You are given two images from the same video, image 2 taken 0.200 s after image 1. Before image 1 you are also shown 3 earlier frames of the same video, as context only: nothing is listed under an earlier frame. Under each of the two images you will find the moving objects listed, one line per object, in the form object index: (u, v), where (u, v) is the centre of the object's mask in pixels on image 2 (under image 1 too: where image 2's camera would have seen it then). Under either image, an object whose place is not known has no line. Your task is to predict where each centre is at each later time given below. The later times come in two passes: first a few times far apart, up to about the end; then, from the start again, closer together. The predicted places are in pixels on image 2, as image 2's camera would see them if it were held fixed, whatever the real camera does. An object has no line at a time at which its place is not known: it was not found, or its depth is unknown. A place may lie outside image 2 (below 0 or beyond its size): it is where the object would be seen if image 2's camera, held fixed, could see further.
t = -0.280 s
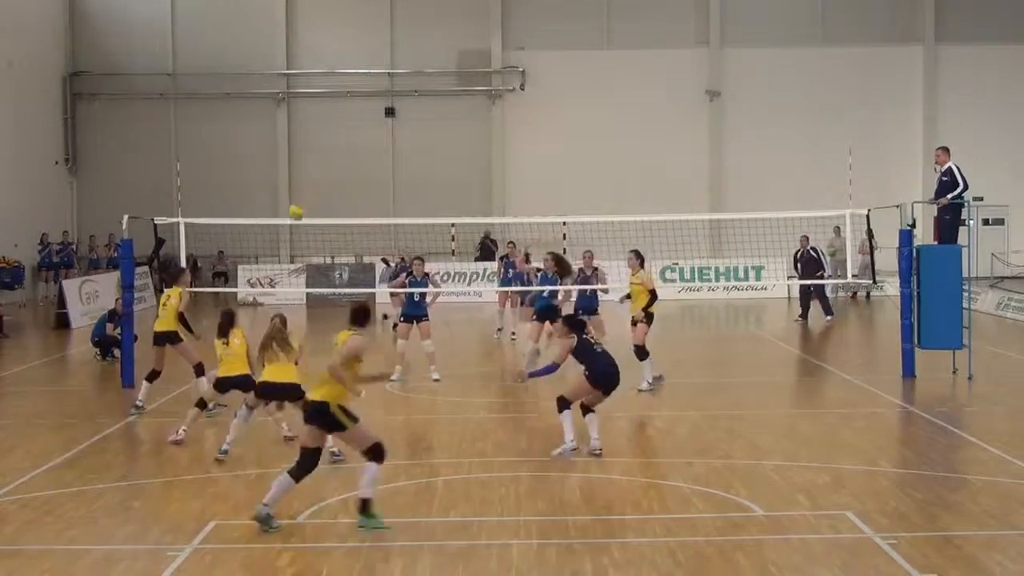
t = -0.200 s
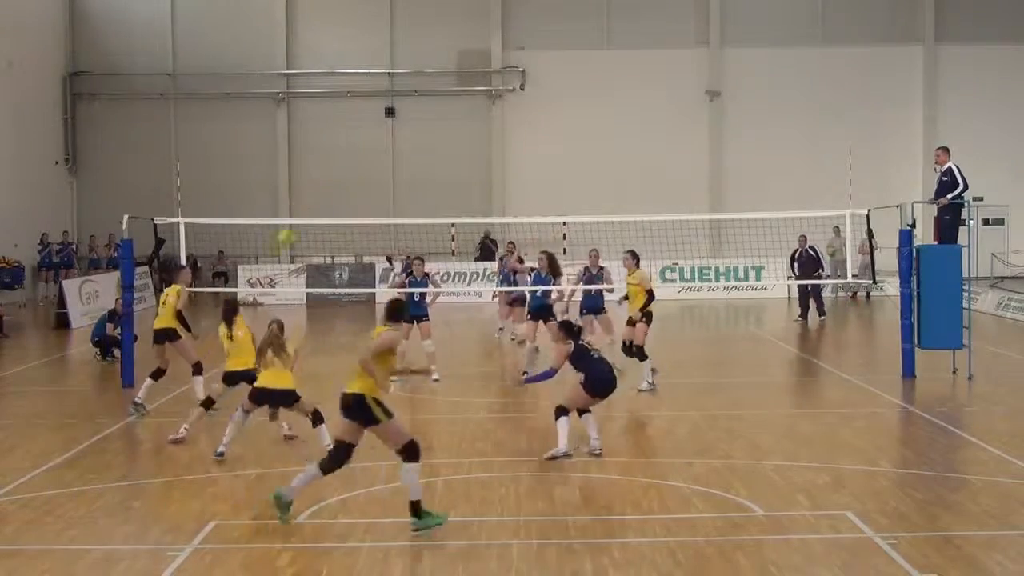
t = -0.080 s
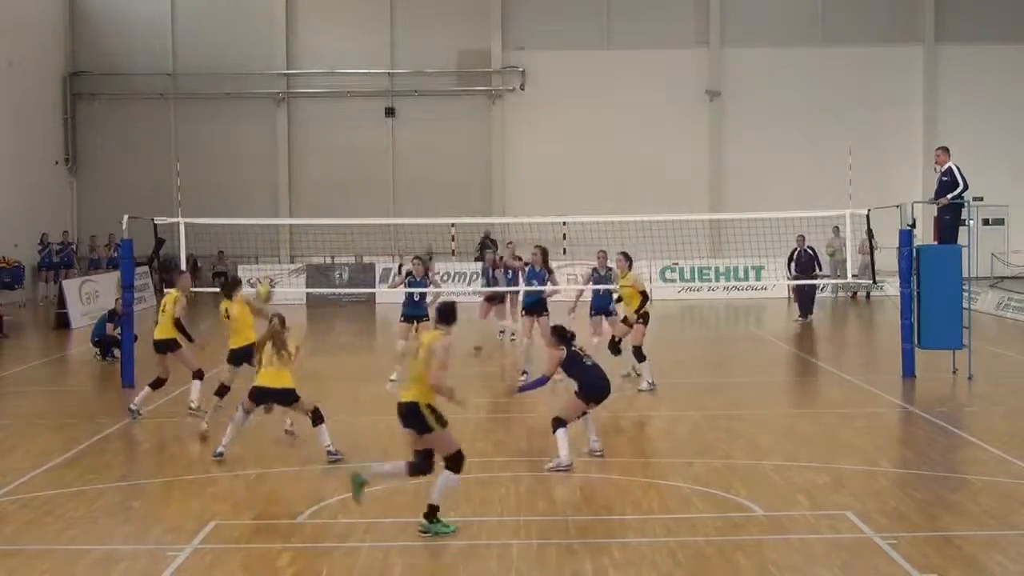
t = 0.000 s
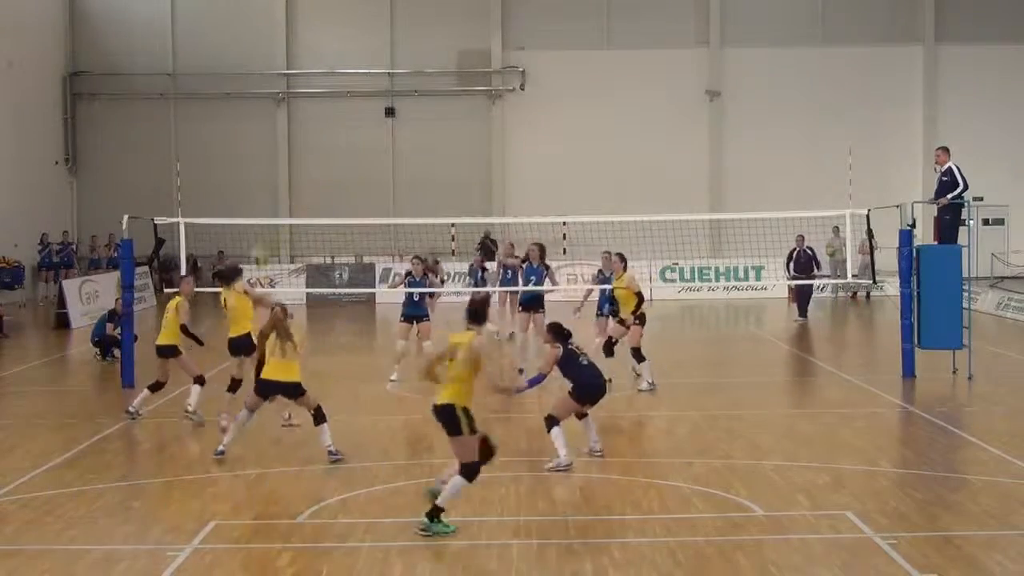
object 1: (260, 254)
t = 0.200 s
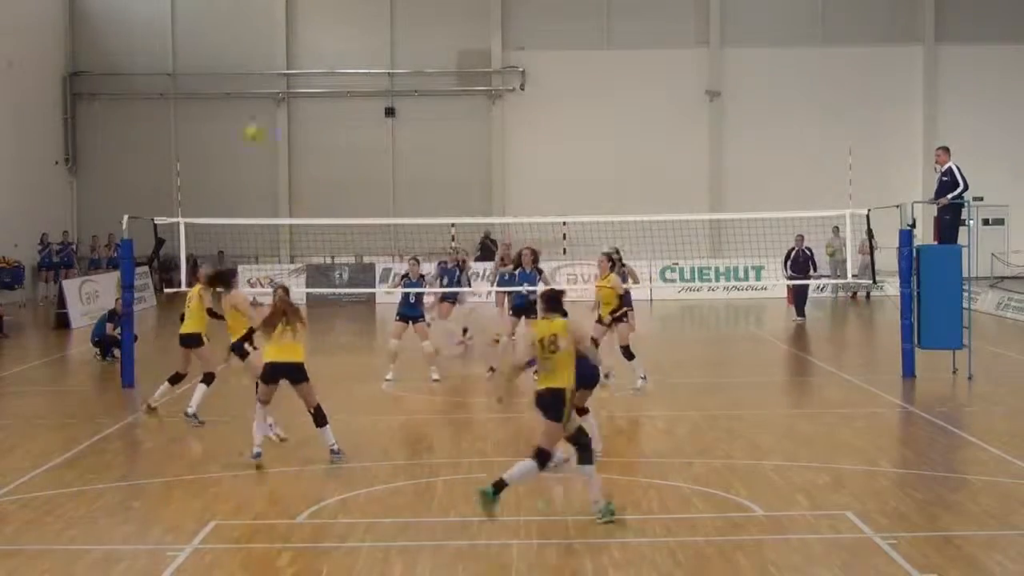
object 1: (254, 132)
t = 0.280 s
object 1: (254, 96)
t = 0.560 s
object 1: (250, 19)
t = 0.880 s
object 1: (250, 16)
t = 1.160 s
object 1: (247, 72)
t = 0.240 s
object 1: (256, 113)
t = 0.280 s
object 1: (254, 96)
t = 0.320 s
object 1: (254, 81)
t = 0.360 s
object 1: (251, 65)
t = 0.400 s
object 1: (252, 55)
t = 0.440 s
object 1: (251, 42)
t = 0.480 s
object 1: (250, 34)
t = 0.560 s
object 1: (250, 19)
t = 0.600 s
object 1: (251, 14)
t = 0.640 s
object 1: (251, 9)
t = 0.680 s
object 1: (251, 7)
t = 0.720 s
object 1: (251, 7)
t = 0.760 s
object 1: (251, 7)
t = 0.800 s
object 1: (251, 8)
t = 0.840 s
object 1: (250, 9)
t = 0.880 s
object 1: (250, 16)
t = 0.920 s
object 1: (251, 20)
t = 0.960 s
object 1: (250, 27)
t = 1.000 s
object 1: (250, 32)
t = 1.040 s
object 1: (251, 43)
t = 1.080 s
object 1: (249, 53)
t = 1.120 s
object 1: (250, 63)
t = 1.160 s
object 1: (247, 72)
